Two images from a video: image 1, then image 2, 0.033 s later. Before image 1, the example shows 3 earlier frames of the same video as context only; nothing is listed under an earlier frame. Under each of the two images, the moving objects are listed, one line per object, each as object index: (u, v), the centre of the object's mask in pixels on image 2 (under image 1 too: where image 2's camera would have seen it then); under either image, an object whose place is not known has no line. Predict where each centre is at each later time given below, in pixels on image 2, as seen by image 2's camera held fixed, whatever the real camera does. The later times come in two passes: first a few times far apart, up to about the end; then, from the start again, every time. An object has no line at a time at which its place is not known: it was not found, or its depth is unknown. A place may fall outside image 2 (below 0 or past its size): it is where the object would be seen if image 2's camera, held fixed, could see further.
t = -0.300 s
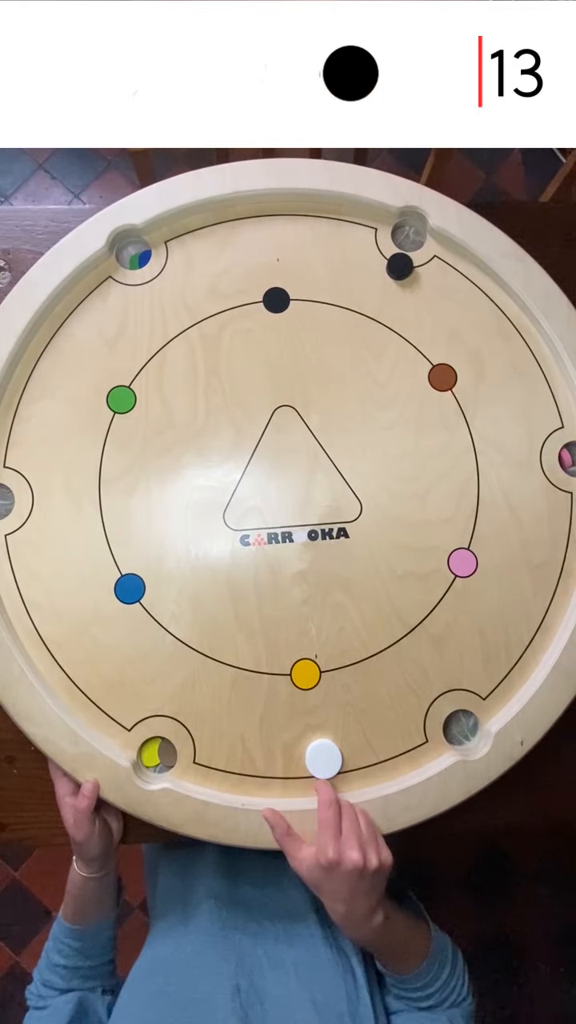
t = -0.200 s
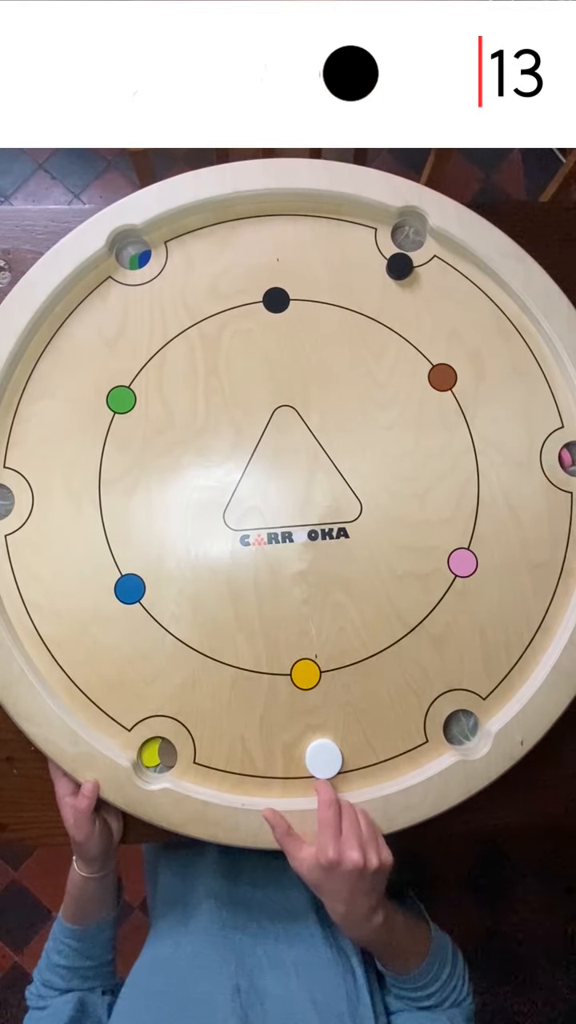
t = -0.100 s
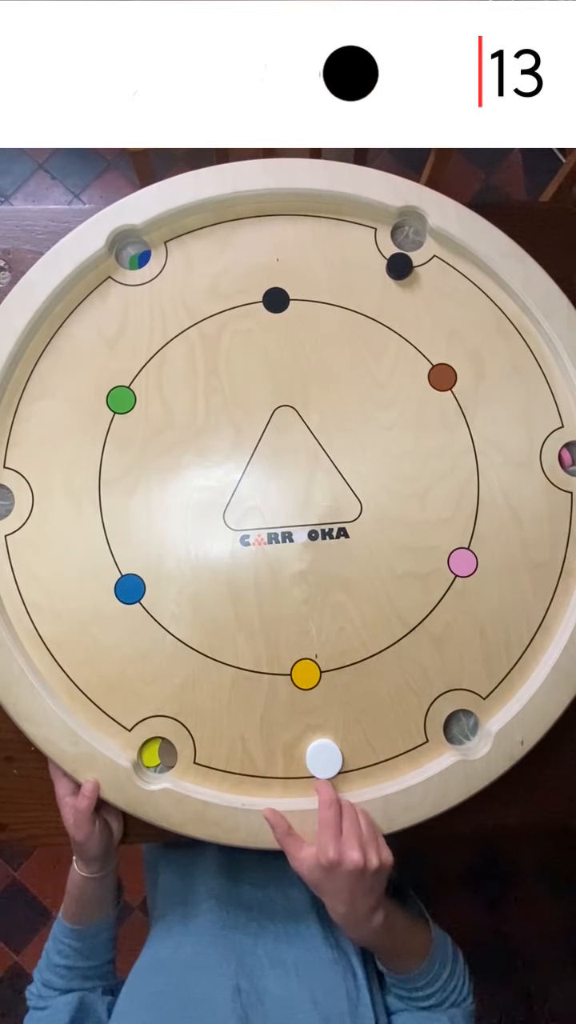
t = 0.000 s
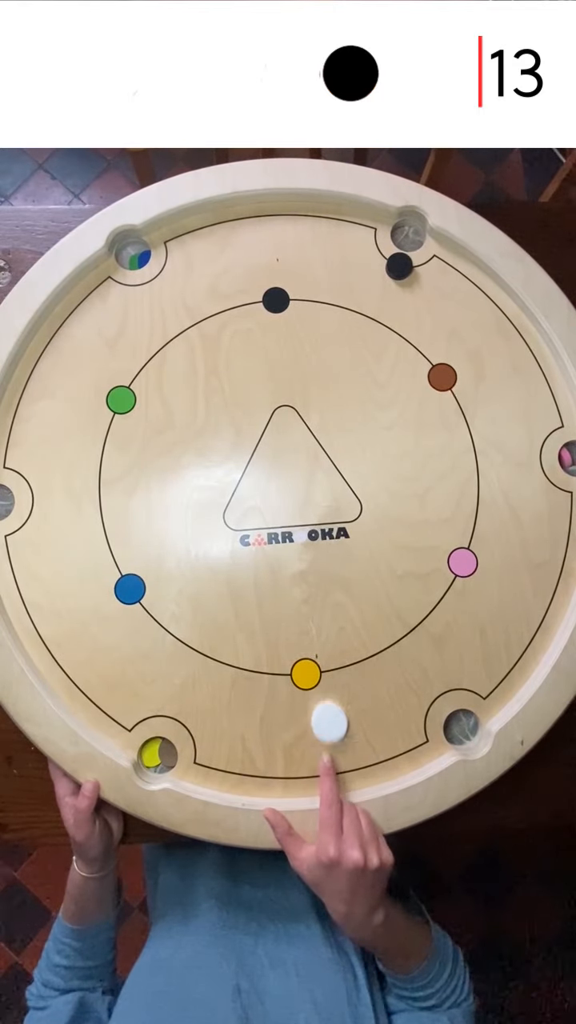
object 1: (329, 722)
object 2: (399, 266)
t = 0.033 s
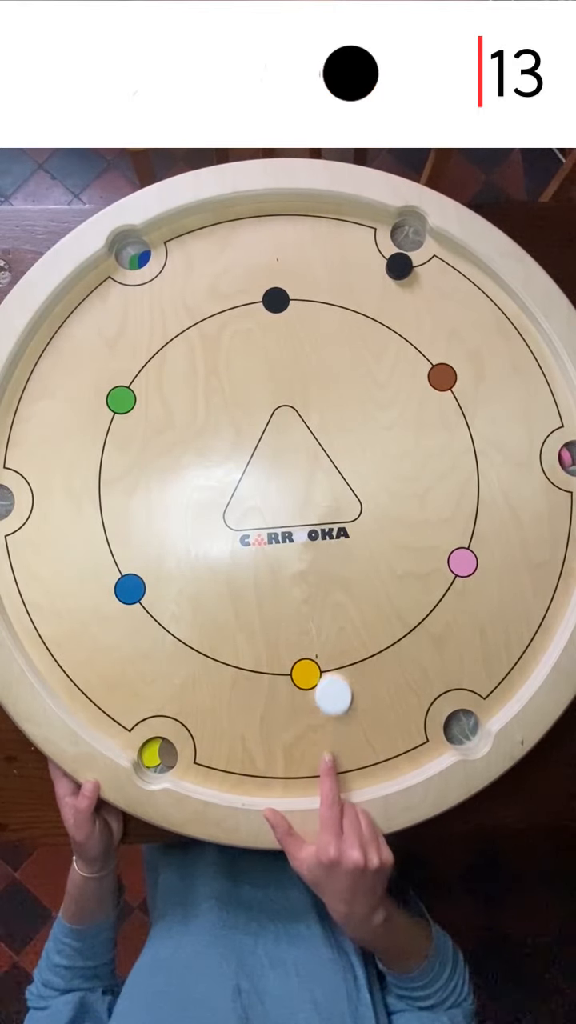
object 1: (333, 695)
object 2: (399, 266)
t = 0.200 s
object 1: (350, 569)
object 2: (399, 266)
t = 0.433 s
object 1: (368, 427)
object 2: (400, 267)
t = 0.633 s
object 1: (375, 330)
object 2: (400, 267)
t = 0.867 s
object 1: (367, 250)
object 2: (423, 245)
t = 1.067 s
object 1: (355, 221)
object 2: (413, 253)
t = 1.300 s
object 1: (350, 222)
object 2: (413, 253)
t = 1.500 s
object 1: (349, 221)
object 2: (413, 253)
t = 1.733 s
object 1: (339, 219)
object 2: (403, 249)
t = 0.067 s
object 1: (337, 668)
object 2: (399, 266)
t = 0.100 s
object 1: (340, 641)
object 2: (399, 266)
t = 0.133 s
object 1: (344, 617)
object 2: (399, 266)
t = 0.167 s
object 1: (347, 593)
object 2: (399, 266)
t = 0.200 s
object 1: (350, 569)
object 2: (399, 266)
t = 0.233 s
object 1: (354, 547)
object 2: (399, 266)
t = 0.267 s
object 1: (357, 525)
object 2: (399, 266)
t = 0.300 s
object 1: (359, 504)
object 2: (399, 266)
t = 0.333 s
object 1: (362, 484)
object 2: (399, 266)
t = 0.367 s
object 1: (364, 463)
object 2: (400, 267)
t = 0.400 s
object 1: (366, 445)
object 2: (400, 267)
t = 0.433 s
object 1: (368, 427)
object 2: (400, 267)
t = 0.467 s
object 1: (369, 409)
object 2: (400, 267)
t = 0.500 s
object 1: (371, 392)
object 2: (400, 267)
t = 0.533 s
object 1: (372, 376)
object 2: (400, 267)
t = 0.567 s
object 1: (373, 360)
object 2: (400, 267)
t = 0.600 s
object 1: (375, 344)
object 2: (400, 267)
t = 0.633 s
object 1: (375, 330)
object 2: (400, 267)
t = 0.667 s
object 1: (376, 315)
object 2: (400, 267)
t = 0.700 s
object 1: (376, 301)
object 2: (400, 267)
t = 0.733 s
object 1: (377, 288)
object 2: (400, 267)
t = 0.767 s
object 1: (375, 277)
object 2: (405, 262)
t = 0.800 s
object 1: (372, 267)
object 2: (413, 255)
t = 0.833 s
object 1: (370, 258)
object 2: (420, 248)
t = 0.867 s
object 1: (367, 250)
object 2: (423, 245)
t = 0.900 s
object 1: (364, 242)
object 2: (419, 248)
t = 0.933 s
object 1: (362, 235)
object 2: (416, 251)
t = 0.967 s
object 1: (360, 230)
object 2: (415, 253)
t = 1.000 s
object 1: (359, 225)
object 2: (413, 253)
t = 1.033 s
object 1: (357, 221)
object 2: (413, 253)
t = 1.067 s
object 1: (355, 221)
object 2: (413, 253)
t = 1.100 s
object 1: (353, 222)
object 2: (413, 253)
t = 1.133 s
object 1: (351, 222)
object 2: (413, 253)
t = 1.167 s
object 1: (350, 222)
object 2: (414, 253)
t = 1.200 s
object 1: (350, 221)
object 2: (413, 253)
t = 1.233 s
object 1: (350, 221)
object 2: (414, 254)
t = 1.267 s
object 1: (350, 222)
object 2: (413, 253)
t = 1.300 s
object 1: (350, 222)
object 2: (413, 253)
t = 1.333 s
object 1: (350, 222)
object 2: (414, 254)
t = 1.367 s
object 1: (350, 222)
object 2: (414, 254)
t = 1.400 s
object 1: (350, 222)
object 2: (414, 254)
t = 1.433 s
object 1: (350, 222)
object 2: (414, 253)
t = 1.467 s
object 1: (350, 222)
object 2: (413, 253)
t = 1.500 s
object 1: (349, 221)
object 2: (413, 253)
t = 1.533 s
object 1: (349, 221)
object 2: (413, 253)
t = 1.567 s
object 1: (348, 221)
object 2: (412, 253)
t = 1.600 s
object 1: (347, 221)
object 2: (411, 252)
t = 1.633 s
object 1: (345, 221)
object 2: (409, 251)
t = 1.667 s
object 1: (343, 220)
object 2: (408, 251)
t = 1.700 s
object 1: (342, 220)
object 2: (406, 250)
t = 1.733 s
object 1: (339, 219)
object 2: (403, 249)
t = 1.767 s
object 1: (335, 219)
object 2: (400, 247)
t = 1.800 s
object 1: (332, 218)
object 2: (397, 246)
